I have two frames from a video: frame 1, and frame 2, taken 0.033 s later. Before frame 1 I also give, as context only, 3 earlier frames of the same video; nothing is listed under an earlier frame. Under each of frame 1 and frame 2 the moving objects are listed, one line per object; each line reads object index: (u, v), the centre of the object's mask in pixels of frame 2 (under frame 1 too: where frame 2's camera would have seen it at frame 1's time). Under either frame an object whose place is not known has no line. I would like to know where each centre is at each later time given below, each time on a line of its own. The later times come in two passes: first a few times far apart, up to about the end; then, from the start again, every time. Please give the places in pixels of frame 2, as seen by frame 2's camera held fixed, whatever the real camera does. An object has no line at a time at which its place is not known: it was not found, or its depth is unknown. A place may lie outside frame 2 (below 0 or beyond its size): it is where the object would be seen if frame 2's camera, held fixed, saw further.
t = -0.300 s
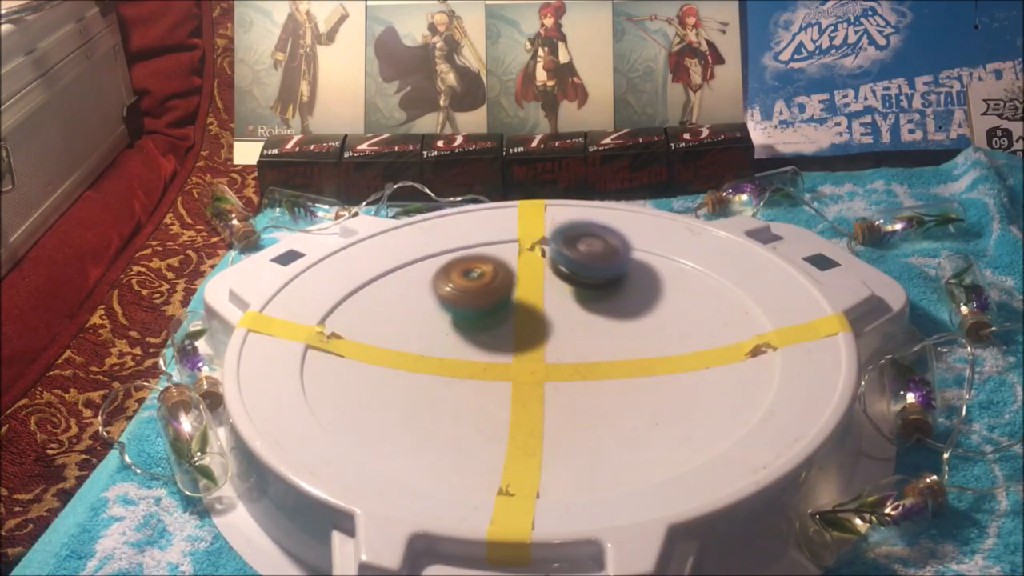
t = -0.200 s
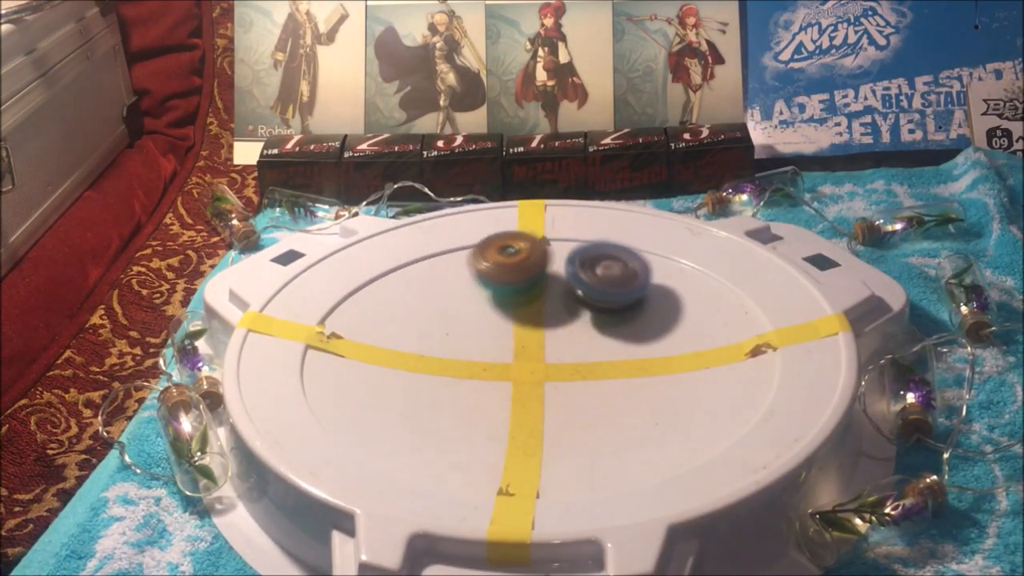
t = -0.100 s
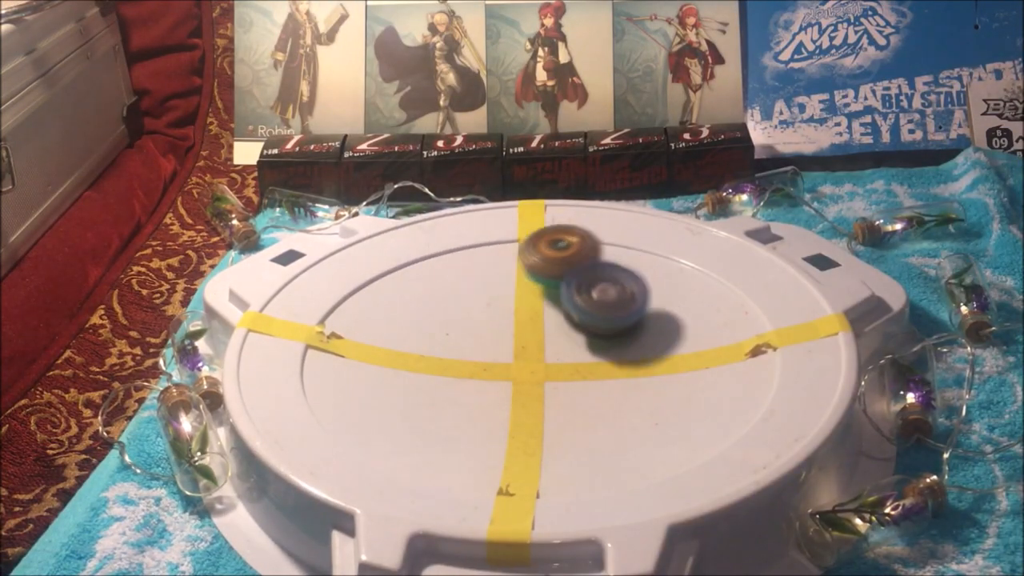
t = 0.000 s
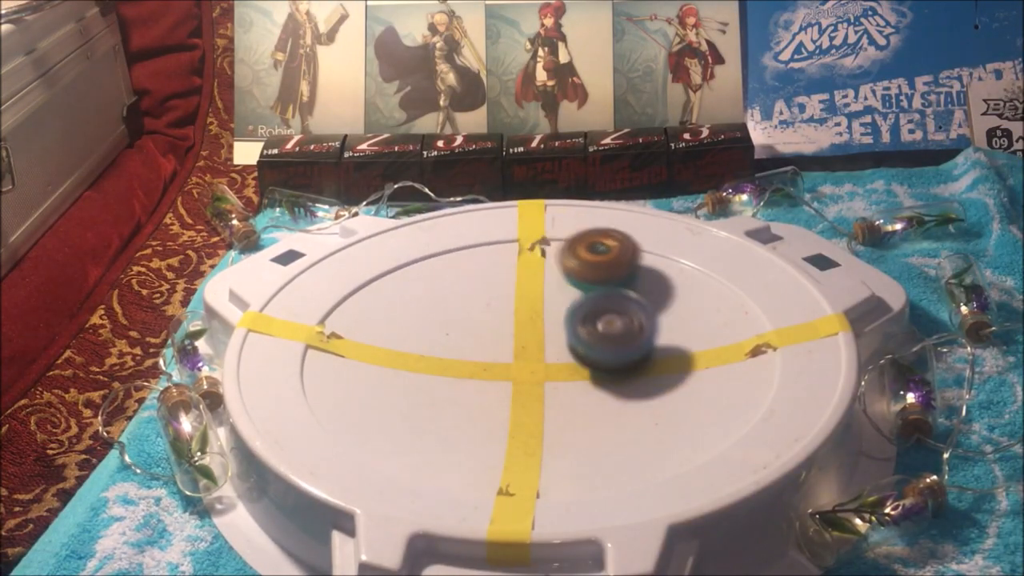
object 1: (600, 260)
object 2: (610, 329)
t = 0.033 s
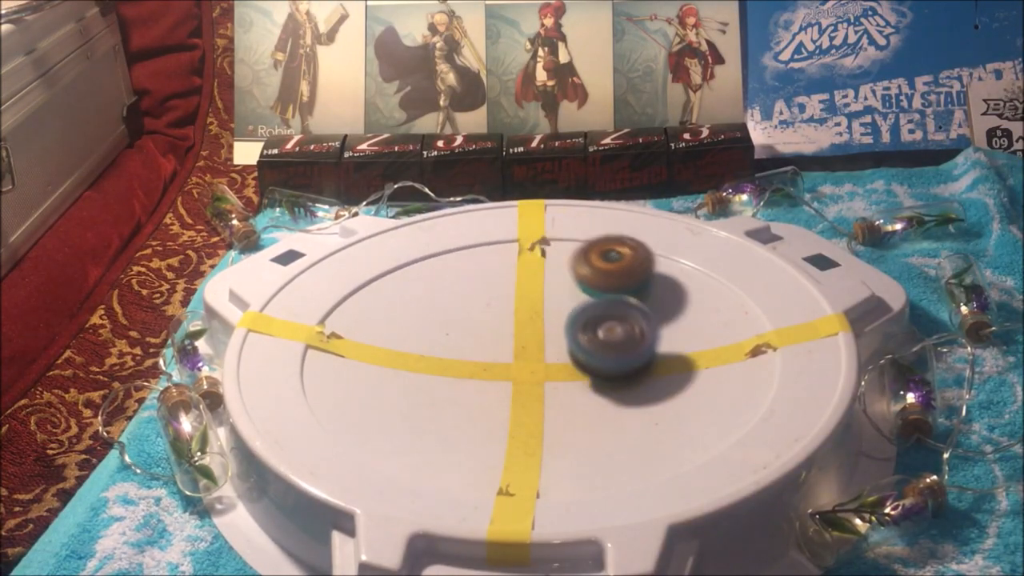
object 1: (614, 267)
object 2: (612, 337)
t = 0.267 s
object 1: (630, 209)
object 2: (570, 457)
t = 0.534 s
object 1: (636, 195)
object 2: (572, 454)
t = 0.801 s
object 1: (643, 213)
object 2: (670, 316)
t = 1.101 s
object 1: (590, 264)
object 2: (596, 324)
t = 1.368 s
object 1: (491, 304)
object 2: (583, 370)
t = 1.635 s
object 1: (422, 290)
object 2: (618, 361)
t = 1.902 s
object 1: (428, 281)
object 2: (551, 336)
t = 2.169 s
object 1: (490, 316)
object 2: (451, 364)
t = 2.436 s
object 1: (532, 347)
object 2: (490, 397)
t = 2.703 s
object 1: (591, 346)
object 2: (524, 401)
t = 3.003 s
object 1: (632, 375)
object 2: (520, 375)
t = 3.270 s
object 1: (597, 372)
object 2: (455, 341)
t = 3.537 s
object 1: (579, 324)
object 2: (395, 327)
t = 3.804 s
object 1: (605, 282)
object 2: (440, 331)
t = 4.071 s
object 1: (630, 284)
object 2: (495, 297)
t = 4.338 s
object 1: (577, 318)
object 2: (510, 254)
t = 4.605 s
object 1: (493, 337)
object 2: (490, 260)
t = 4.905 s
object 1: (400, 336)
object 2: (542, 250)
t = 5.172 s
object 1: (422, 315)
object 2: (580, 269)
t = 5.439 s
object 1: (521, 331)
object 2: (610, 296)
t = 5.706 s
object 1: (576, 369)
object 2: (659, 311)
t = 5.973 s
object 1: (570, 395)
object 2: (673, 333)
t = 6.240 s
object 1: (531, 370)
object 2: (649, 352)
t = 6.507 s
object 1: (509, 318)
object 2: (636, 342)
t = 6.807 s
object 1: (553, 274)
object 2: (545, 340)
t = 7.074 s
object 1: (591, 284)
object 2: (507, 347)
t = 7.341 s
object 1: (580, 316)
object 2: (481, 342)
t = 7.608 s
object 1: (545, 335)
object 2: (432, 340)
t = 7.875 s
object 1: (525, 335)
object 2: (427, 337)
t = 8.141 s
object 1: (538, 335)
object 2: (442, 341)
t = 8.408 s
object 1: (572, 333)
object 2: (473, 332)
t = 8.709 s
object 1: (591, 334)
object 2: (495, 314)
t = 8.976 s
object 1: (596, 333)
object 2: (510, 300)
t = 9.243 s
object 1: (578, 331)
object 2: (510, 285)
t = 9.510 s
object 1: (563, 332)
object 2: (498, 284)
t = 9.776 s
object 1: (533, 333)
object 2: (480, 277)
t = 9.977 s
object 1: (545, 328)
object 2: (478, 280)
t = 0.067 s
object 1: (624, 275)
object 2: (613, 340)
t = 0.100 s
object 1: (633, 282)
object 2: (617, 340)
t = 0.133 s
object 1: (639, 279)
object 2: (615, 367)
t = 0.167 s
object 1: (644, 251)
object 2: (608, 400)
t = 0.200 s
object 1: (646, 227)
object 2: (598, 430)
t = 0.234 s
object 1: (638, 211)
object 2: (586, 451)
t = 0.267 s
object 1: (630, 209)
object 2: (570, 457)
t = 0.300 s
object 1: (625, 206)
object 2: (552, 474)
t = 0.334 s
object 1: (622, 203)
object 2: (537, 480)
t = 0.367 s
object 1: (621, 201)
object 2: (525, 483)
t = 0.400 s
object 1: (623, 196)
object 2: (521, 483)
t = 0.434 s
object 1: (626, 193)
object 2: (527, 480)
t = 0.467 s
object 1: (632, 192)
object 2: (538, 475)
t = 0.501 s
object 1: (635, 191)
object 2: (554, 464)
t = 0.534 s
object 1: (636, 195)
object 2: (572, 454)
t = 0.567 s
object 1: (637, 194)
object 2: (591, 448)
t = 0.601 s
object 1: (640, 195)
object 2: (609, 433)
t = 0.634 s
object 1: (642, 194)
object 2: (627, 415)
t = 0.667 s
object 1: (644, 195)
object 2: (642, 394)
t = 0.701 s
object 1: (646, 201)
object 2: (655, 374)
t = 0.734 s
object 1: (646, 204)
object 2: (664, 354)
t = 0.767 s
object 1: (645, 208)
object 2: (669, 334)
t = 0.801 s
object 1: (643, 213)
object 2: (670, 316)
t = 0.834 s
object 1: (639, 216)
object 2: (668, 301)
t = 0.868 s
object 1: (635, 224)
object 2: (661, 291)
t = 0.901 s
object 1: (628, 229)
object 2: (652, 283)
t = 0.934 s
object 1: (621, 231)
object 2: (644, 288)
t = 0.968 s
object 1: (616, 236)
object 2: (632, 296)
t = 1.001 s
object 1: (611, 243)
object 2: (622, 303)
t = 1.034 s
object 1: (606, 249)
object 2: (612, 310)
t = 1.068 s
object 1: (599, 257)
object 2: (603, 315)
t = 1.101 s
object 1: (590, 264)
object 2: (596, 324)
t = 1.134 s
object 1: (578, 272)
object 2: (588, 329)
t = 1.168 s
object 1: (565, 279)
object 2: (586, 334)
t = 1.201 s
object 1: (553, 287)
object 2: (583, 345)
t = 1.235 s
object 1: (541, 294)
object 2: (580, 351)
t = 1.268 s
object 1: (529, 300)
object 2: (577, 358)
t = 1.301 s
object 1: (516, 302)
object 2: (578, 364)
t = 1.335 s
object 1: (504, 303)
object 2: (580, 368)
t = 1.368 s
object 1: (491, 304)
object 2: (583, 370)
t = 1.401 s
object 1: (480, 304)
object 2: (588, 375)
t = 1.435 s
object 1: (469, 304)
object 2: (594, 375)
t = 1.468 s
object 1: (459, 303)
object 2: (600, 376)
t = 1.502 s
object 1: (450, 301)
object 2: (608, 376)
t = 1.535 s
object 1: (441, 299)
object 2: (615, 374)
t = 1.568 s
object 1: (433, 296)
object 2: (619, 370)
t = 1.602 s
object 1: (427, 293)
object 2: (619, 365)
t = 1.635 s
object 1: (422, 290)
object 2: (618, 361)
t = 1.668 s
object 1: (418, 287)
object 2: (614, 356)
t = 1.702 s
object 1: (415, 285)
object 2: (611, 352)
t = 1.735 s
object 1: (413, 282)
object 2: (606, 347)
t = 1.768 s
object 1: (413, 280)
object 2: (601, 343)
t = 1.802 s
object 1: (415, 279)
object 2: (592, 341)
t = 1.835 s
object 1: (418, 278)
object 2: (581, 338)
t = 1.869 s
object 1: (423, 279)
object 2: (567, 337)
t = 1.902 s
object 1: (428, 281)
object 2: (551, 336)
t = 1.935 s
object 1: (435, 284)
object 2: (536, 337)
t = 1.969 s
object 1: (443, 288)
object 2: (522, 338)
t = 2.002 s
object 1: (450, 292)
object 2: (505, 340)
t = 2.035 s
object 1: (456, 292)
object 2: (490, 342)
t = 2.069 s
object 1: (463, 296)
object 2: (480, 345)
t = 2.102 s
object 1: (472, 302)
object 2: (467, 352)
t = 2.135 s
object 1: (482, 308)
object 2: (457, 357)
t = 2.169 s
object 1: (490, 316)
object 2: (451, 364)
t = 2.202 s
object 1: (496, 322)
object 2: (448, 369)
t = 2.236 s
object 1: (503, 330)
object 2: (449, 375)
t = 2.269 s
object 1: (507, 335)
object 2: (453, 380)
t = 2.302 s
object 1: (512, 340)
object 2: (462, 384)
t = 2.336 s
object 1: (516, 344)
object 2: (473, 385)
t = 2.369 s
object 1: (519, 345)
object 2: (481, 387)
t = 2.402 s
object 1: (525, 346)
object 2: (484, 394)
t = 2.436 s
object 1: (532, 347)
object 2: (490, 397)
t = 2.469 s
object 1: (539, 349)
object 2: (499, 399)
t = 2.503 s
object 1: (545, 352)
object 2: (508, 399)
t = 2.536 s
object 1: (550, 353)
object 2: (518, 397)
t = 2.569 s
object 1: (555, 353)
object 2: (525, 395)
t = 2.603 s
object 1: (564, 353)
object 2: (523, 399)
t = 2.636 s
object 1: (573, 350)
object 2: (522, 402)
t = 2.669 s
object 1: (582, 347)
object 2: (523, 402)
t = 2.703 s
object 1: (591, 346)
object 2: (524, 401)
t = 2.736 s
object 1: (598, 346)
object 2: (527, 400)
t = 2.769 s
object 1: (606, 348)
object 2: (529, 398)
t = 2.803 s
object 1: (616, 353)
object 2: (530, 396)
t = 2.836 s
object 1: (624, 357)
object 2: (530, 393)
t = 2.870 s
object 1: (629, 362)
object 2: (531, 394)
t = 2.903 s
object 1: (630, 367)
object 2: (531, 387)
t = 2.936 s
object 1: (630, 371)
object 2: (531, 387)
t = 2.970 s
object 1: (631, 373)
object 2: (527, 379)
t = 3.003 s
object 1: (632, 375)
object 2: (520, 375)
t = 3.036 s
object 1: (631, 376)
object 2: (514, 381)
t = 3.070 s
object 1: (629, 378)
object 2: (505, 377)
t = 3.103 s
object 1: (626, 379)
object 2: (497, 367)
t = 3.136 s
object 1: (622, 380)
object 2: (488, 361)
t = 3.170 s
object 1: (616, 380)
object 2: (479, 359)
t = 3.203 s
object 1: (610, 378)
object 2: (470, 353)
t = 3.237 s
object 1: (603, 376)
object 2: (462, 347)
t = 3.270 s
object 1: (597, 372)
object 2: (455, 341)
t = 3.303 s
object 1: (591, 368)
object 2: (449, 336)
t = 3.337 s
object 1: (586, 363)
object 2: (441, 332)
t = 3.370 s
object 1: (582, 357)
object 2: (432, 329)
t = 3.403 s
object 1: (579, 350)
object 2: (422, 326)
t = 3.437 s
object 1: (578, 343)
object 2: (413, 325)
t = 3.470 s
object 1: (578, 337)
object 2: (404, 324)
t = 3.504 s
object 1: (578, 331)
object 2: (398, 325)
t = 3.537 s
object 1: (579, 324)
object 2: (395, 327)
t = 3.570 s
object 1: (580, 318)
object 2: (397, 328)
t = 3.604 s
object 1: (582, 312)
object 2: (401, 329)
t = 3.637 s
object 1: (585, 306)
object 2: (407, 329)
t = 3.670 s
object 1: (588, 300)
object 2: (414, 330)
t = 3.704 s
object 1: (592, 295)
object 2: (421, 331)
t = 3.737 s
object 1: (596, 290)
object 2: (427, 331)
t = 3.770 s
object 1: (600, 286)
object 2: (434, 331)
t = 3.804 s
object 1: (605, 282)
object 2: (440, 331)
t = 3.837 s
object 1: (610, 280)
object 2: (445, 330)
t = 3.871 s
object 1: (615, 277)
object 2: (451, 326)
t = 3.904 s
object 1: (620, 276)
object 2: (454, 326)
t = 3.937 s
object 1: (625, 276)
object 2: (459, 323)
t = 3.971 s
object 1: (629, 276)
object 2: (467, 317)
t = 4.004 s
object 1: (631, 278)
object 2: (477, 311)
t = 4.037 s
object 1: (631, 280)
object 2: (487, 304)
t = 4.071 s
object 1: (630, 284)
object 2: (495, 297)
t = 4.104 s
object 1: (626, 287)
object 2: (503, 291)
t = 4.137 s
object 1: (622, 291)
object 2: (510, 284)
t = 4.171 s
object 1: (614, 296)
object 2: (516, 277)
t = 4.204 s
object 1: (606, 300)
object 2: (519, 271)
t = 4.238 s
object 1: (598, 304)
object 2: (520, 264)
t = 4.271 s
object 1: (589, 307)
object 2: (520, 261)
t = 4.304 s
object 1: (579, 310)
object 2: (518, 259)
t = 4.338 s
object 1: (577, 318)
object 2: (510, 254)
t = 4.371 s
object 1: (572, 325)
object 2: (503, 249)
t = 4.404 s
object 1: (563, 330)
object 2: (497, 246)
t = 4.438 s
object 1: (553, 334)
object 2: (494, 246)
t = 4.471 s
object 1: (542, 336)
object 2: (490, 247)
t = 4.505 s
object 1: (528, 338)
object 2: (489, 249)
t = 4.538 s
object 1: (515, 338)
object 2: (488, 253)
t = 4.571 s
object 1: (504, 338)
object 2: (489, 255)
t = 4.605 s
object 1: (493, 337)
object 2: (490, 260)
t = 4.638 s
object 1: (482, 335)
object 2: (494, 263)
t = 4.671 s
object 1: (472, 334)
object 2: (498, 266)
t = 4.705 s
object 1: (458, 340)
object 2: (508, 260)
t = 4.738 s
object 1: (448, 345)
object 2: (518, 254)
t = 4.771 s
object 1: (438, 346)
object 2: (525, 252)
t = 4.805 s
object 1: (427, 345)
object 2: (530, 251)
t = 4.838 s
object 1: (416, 343)
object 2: (535, 250)
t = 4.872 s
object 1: (407, 340)
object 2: (539, 250)
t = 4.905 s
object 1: (400, 336)
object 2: (542, 250)
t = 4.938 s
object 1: (395, 333)
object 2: (547, 251)
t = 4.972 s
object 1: (392, 329)
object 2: (551, 253)
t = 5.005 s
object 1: (391, 325)
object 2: (556, 255)
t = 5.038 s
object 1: (393, 322)
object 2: (561, 257)
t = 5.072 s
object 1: (397, 320)
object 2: (566, 260)
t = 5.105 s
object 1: (403, 317)
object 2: (571, 262)
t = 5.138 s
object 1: (411, 316)
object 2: (575, 265)
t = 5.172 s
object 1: (422, 315)
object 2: (580, 269)
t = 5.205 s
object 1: (433, 315)
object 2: (585, 272)
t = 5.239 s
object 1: (445, 316)
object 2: (589, 275)
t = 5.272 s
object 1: (458, 317)
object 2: (594, 279)
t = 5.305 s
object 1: (471, 320)
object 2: (598, 282)
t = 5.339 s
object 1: (484, 323)
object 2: (601, 286)
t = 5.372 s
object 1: (496, 325)
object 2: (604, 288)
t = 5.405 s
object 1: (509, 328)
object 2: (607, 292)
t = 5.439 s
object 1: (521, 331)
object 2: (610, 296)
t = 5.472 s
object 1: (530, 335)
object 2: (614, 298)
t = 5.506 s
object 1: (536, 341)
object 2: (624, 299)
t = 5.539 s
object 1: (543, 344)
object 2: (632, 301)
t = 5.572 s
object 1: (551, 350)
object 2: (639, 303)
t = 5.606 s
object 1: (559, 355)
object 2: (645, 306)
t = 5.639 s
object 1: (565, 359)
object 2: (650, 307)
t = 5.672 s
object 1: (571, 364)
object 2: (655, 309)
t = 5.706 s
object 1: (576, 369)
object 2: (659, 311)
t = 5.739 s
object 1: (580, 374)
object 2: (663, 315)
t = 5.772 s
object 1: (582, 379)
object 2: (666, 319)
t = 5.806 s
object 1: (583, 382)
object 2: (668, 321)
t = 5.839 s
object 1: (583, 386)
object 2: (669, 323)
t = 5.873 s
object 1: (581, 389)
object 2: (671, 326)
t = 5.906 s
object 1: (579, 393)
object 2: (672, 328)
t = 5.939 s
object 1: (575, 394)
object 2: (672, 330)
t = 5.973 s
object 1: (570, 395)
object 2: (673, 333)
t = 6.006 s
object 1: (565, 395)
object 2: (671, 336)
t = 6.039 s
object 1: (560, 395)
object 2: (668, 339)
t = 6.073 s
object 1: (555, 393)
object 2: (664, 342)
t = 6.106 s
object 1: (551, 390)
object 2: (659, 345)
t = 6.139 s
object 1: (547, 386)
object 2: (654, 348)
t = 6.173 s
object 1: (544, 382)
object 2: (648, 350)
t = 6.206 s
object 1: (542, 376)
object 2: (641, 353)
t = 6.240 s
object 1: (531, 370)
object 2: (649, 352)
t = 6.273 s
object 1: (518, 363)
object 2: (660, 351)
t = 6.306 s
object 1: (512, 356)
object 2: (665, 349)
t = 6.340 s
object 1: (508, 350)
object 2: (665, 348)
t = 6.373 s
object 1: (505, 343)
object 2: (662, 347)
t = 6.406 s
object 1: (505, 337)
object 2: (657, 345)
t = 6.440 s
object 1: (505, 331)
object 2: (651, 343)
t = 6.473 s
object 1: (507, 325)
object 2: (644, 343)
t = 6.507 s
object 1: (509, 318)
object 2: (636, 342)
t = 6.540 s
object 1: (511, 312)
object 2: (628, 341)
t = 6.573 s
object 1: (514, 305)
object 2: (616, 337)
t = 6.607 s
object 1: (518, 300)
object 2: (605, 344)
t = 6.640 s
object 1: (523, 293)
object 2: (592, 344)
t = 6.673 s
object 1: (528, 288)
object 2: (581, 343)
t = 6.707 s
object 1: (534, 282)
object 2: (571, 343)
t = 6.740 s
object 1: (540, 278)
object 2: (562, 342)
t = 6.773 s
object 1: (547, 275)
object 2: (553, 342)
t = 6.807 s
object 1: (553, 274)
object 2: (545, 340)
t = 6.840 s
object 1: (559, 273)
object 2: (537, 342)
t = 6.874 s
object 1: (564, 274)
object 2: (529, 344)
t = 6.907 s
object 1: (569, 273)
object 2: (521, 348)
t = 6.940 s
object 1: (574, 274)
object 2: (518, 347)
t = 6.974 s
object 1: (579, 275)
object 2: (514, 350)
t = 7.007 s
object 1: (584, 277)
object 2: (511, 350)
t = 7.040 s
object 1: (588, 280)
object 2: (508, 350)
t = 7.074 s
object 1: (591, 284)
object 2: (507, 347)
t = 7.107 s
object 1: (592, 288)
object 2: (505, 348)
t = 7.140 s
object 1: (593, 293)
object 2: (504, 346)
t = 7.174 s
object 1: (592, 298)
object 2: (503, 345)
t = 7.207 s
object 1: (590, 302)
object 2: (503, 343)
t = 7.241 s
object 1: (586, 307)
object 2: (503, 342)
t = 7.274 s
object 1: (581, 312)
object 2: (502, 341)
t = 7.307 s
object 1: (582, 314)
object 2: (490, 342)
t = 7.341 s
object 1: (580, 316)
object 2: (481, 342)
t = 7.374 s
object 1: (577, 319)
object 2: (474, 341)
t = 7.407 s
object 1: (571, 323)
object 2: (468, 340)
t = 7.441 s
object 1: (565, 326)
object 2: (461, 340)
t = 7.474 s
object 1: (558, 330)
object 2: (456, 341)
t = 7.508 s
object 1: (551, 333)
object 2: (452, 340)
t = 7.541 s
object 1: (547, 335)
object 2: (446, 340)
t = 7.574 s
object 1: (547, 335)
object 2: (437, 341)
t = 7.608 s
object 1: (545, 335)
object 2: (432, 340)
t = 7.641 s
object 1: (542, 335)
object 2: (430, 339)
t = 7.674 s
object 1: (537, 335)
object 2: (432, 338)
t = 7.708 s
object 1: (531, 335)
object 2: (434, 337)
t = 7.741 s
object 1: (528, 334)
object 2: (432, 338)
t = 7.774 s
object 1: (527, 334)
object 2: (428, 338)
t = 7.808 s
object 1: (525, 335)
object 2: (427, 337)
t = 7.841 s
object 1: (525, 335)
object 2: (427, 337)
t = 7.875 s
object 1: (525, 335)
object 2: (427, 337)
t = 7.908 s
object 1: (525, 335)
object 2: (429, 338)
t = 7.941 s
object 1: (527, 334)
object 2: (430, 338)
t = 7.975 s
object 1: (528, 335)
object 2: (431, 338)
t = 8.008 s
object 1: (529, 335)
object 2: (432, 339)
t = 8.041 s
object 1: (531, 335)
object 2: (435, 339)
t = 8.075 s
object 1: (533, 335)
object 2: (437, 340)
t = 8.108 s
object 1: (536, 335)
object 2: (440, 341)
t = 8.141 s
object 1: (538, 335)
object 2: (442, 341)
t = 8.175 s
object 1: (541, 334)
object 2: (444, 341)
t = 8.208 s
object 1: (544, 335)
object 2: (446, 342)
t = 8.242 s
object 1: (549, 329)
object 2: (451, 341)
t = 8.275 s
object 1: (551, 332)
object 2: (458, 340)
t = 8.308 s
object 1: (557, 331)
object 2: (463, 337)
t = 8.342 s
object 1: (564, 332)
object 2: (464, 335)
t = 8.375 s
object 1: (569, 332)
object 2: (468, 334)
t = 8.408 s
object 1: (572, 333)
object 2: (473, 332)
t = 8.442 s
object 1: (576, 334)
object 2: (478, 330)
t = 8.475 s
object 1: (578, 335)
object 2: (481, 329)
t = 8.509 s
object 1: (581, 334)
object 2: (481, 325)
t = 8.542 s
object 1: (583, 333)
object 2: (483, 323)
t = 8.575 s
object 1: (586, 334)
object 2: (485, 321)
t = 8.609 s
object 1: (589, 333)
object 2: (488, 320)
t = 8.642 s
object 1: (589, 333)
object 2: (491, 318)
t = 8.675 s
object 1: (588, 333)
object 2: (493, 316)
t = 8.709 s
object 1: (591, 334)
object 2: (495, 314)
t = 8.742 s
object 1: (591, 333)
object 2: (497, 313)
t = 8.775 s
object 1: (591, 333)
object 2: (500, 311)
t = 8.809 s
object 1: (592, 333)
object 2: (502, 307)
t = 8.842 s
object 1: (595, 333)
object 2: (504, 307)
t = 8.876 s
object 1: (595, 333)
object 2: (506, 305)
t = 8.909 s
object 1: (595, 333)
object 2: (508, 303)
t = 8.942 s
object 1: (595, 333)
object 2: (509, 300)
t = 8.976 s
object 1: (596, 333)
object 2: (510, 300)
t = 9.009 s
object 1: (596, 333)
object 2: (513, 297)
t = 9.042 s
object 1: (596, 333)
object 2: (513, 297)
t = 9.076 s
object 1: (594, 333)
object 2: (512, 293)
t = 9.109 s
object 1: (592, 332)
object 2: (511, 290)
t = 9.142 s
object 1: (589, 333)
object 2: (512, 289)
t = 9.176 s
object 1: (586, 332)
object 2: (512, 288)
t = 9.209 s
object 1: (582, 332)
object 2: (511, 286)
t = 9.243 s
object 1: (578, 331)
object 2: (510, 285)
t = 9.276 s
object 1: (577, 331)
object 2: (508, 283)
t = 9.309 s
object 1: (575, 331)
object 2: (507, 282)
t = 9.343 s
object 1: (572, 331)
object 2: (507, 283)
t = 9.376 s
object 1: (569, 332)
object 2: (506, 283)
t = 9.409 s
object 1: (568, 333)
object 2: (503, 284)
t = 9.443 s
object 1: (565, 331)
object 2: (502, 284)
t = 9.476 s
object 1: (563, 333)
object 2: (500, 284)
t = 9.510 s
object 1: (563, 332)
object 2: (498, 284)
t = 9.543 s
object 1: (561, 333)
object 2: (495, 284)
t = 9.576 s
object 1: (557, 335)
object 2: (494, 284)
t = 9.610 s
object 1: (555, 335)
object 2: (493, 284)
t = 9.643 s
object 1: (554, 334)
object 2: (490, 284)
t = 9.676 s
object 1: (549, 334)
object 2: (488, 284)
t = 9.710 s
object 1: (543, 335)
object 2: (485, 282)
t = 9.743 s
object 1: (538, 333)
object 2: (482, 279)
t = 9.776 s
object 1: (533, 333)
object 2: (480, 277)
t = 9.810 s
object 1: (533, 331)
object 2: (478, 277)
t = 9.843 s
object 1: (535, 331)
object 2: (478, 277)
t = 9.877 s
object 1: (537, 330)
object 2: (478, 278)
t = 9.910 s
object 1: (540, 329)
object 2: (477, 279)
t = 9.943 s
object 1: (542, 329)
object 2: (478, 279)
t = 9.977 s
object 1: (545, 328)
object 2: (478, 280)
